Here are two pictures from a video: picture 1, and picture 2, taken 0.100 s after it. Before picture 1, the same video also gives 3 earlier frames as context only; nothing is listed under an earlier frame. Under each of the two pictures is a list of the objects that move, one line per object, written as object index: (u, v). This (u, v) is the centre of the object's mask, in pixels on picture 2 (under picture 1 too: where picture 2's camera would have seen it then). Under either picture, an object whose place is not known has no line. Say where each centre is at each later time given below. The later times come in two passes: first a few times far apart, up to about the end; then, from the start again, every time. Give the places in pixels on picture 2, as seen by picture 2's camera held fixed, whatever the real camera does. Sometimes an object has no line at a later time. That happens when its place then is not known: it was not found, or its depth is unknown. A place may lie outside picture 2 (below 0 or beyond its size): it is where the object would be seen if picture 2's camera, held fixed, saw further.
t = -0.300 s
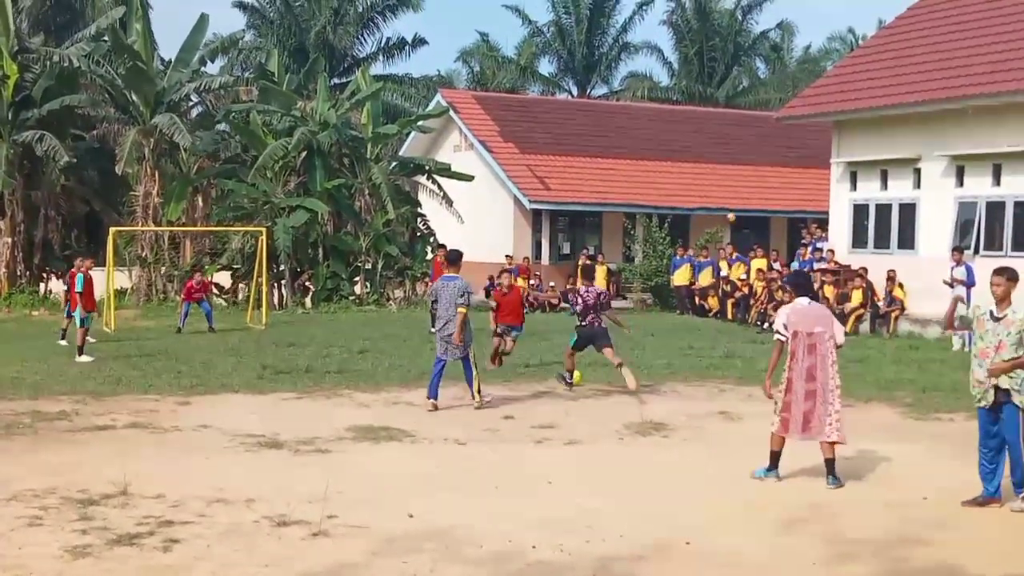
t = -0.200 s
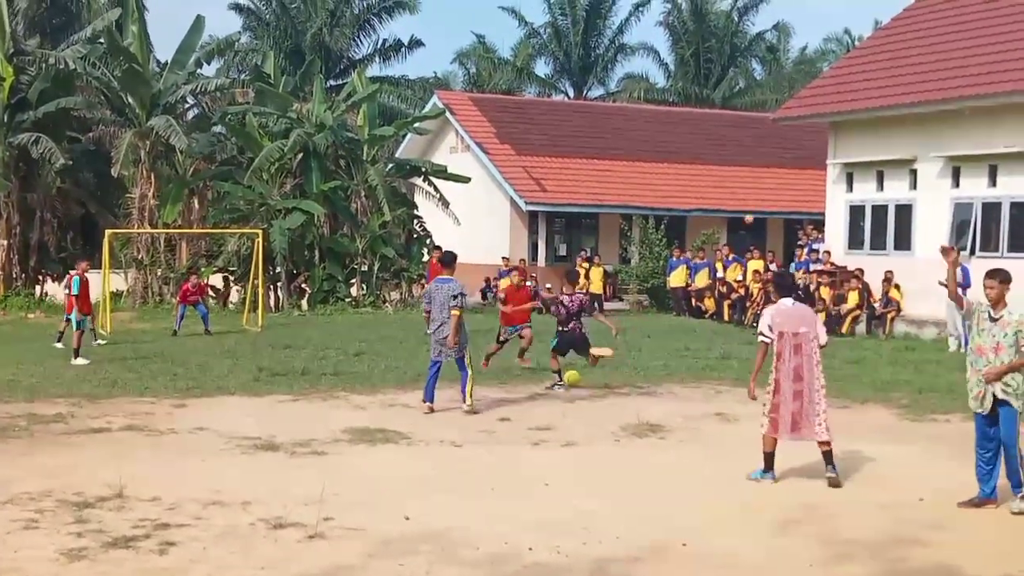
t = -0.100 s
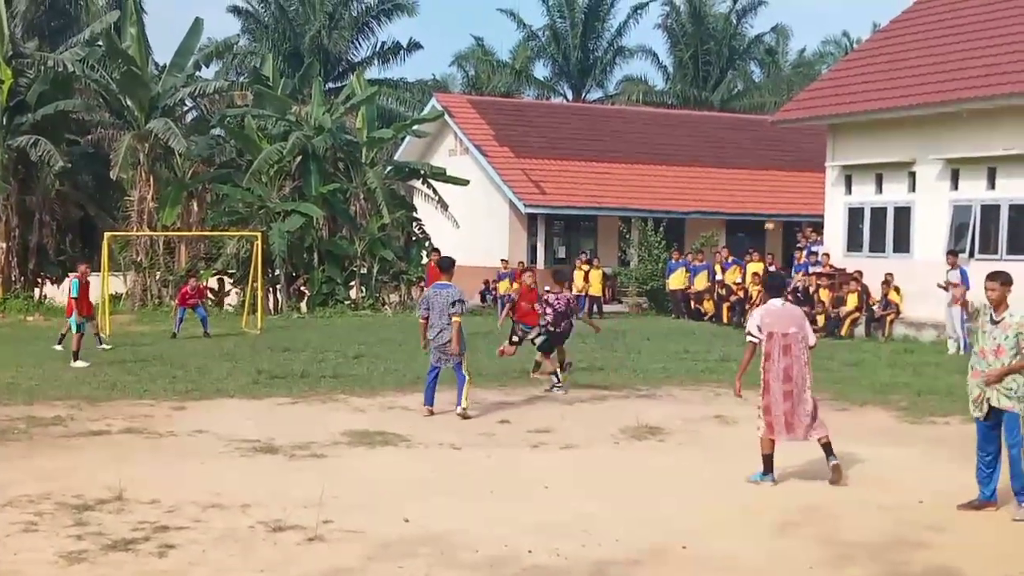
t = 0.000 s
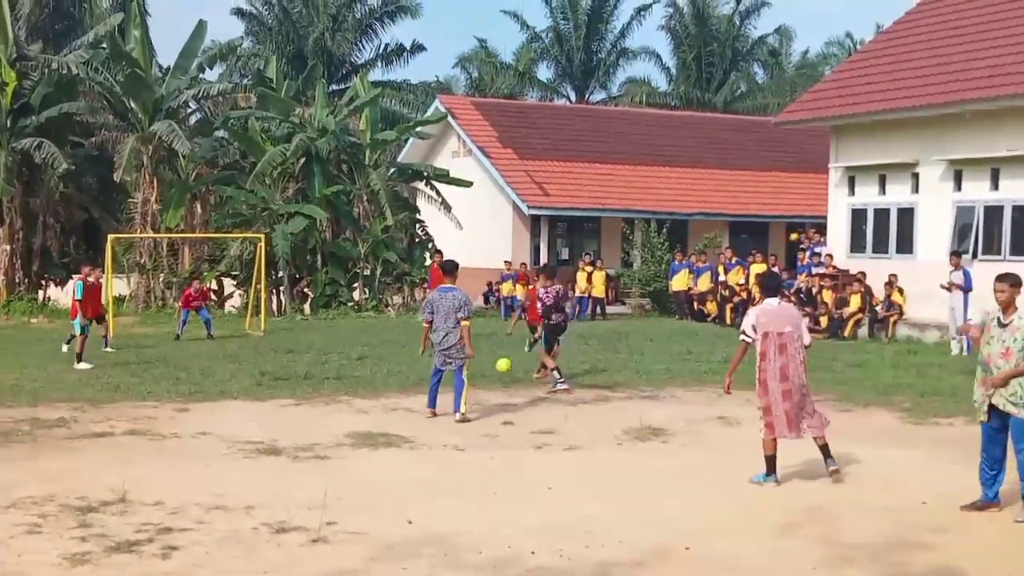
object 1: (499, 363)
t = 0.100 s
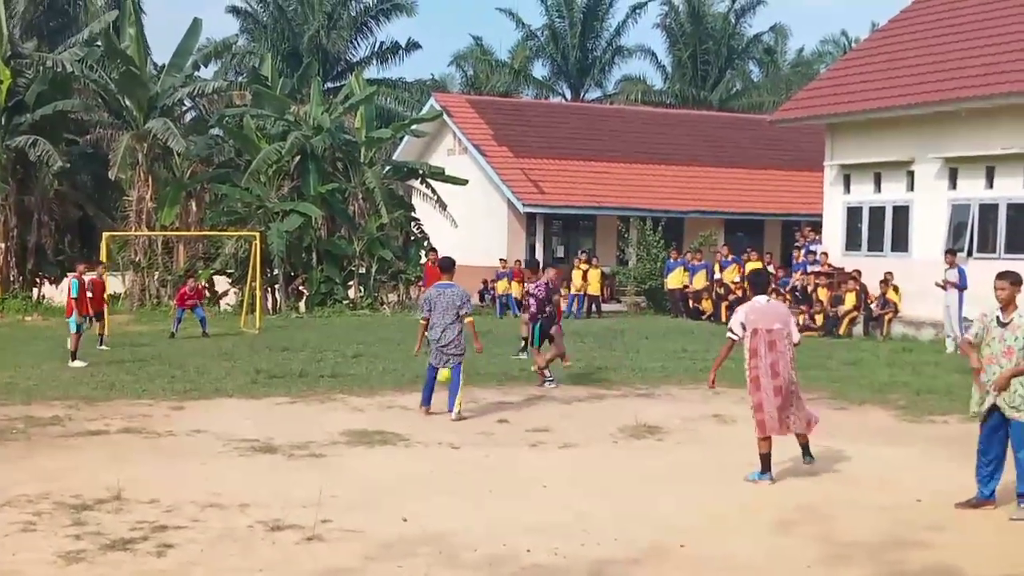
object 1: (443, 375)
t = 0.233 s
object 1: (375, 375)
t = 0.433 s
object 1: (276, 380)
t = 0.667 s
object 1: (169, 392)
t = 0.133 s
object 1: (422, 372)
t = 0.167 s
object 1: (410, 372)
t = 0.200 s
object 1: (392, 373)
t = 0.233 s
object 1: (375, 375)
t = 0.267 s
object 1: (357, 377)
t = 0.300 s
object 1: (339, 381)
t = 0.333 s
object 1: (322, 386)
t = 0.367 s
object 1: (305, 386)
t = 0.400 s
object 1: (291, 382)
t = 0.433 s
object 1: (276, 380)
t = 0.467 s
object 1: (261, 379)
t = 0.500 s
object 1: (246, 378)
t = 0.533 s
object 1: (232, 379)
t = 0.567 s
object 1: (215, 380)
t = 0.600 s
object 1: (200, 382)
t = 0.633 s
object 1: (184, 386)
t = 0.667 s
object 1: (169, 392)
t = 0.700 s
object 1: (153, 392)
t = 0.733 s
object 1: (138, 390)
